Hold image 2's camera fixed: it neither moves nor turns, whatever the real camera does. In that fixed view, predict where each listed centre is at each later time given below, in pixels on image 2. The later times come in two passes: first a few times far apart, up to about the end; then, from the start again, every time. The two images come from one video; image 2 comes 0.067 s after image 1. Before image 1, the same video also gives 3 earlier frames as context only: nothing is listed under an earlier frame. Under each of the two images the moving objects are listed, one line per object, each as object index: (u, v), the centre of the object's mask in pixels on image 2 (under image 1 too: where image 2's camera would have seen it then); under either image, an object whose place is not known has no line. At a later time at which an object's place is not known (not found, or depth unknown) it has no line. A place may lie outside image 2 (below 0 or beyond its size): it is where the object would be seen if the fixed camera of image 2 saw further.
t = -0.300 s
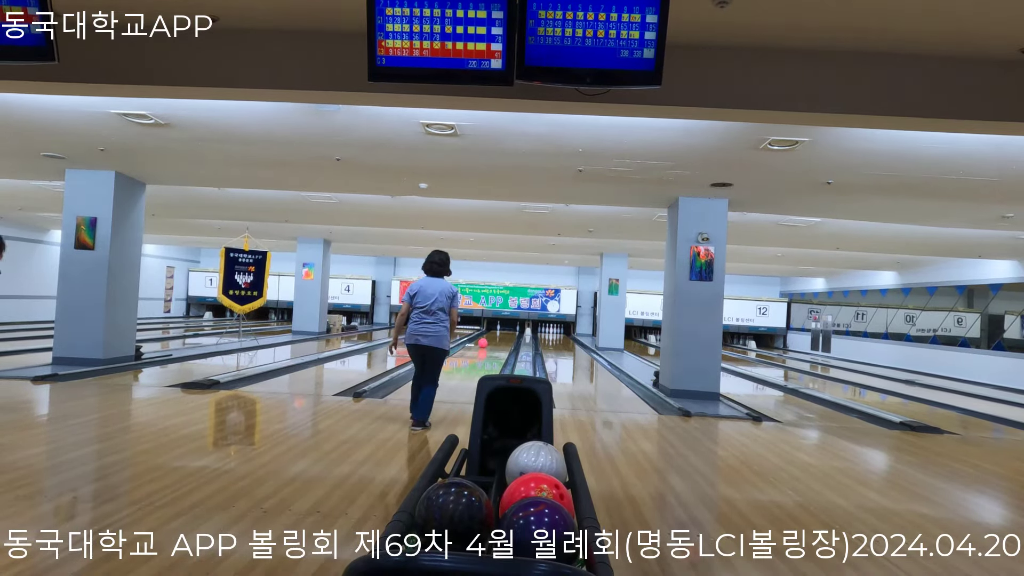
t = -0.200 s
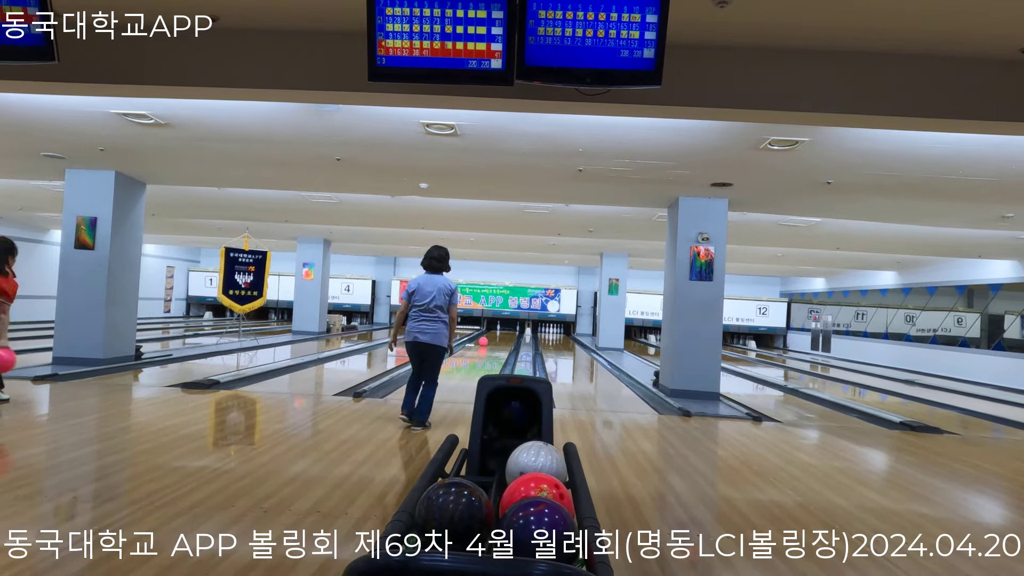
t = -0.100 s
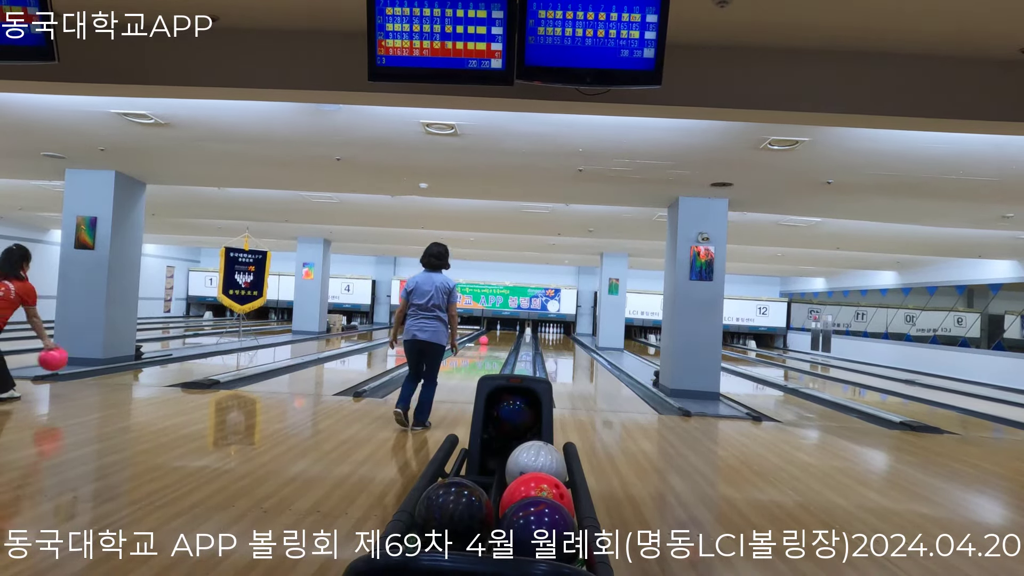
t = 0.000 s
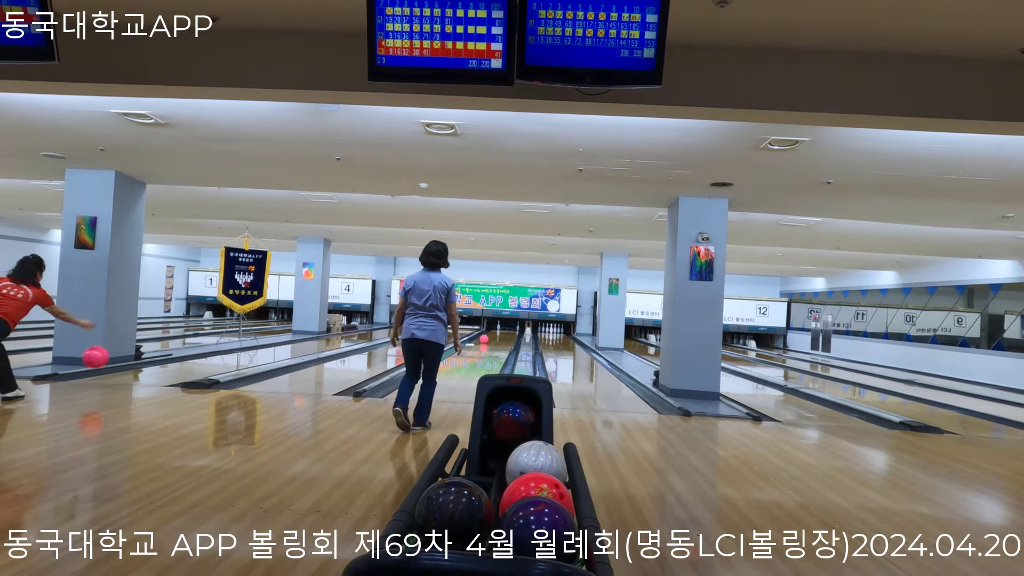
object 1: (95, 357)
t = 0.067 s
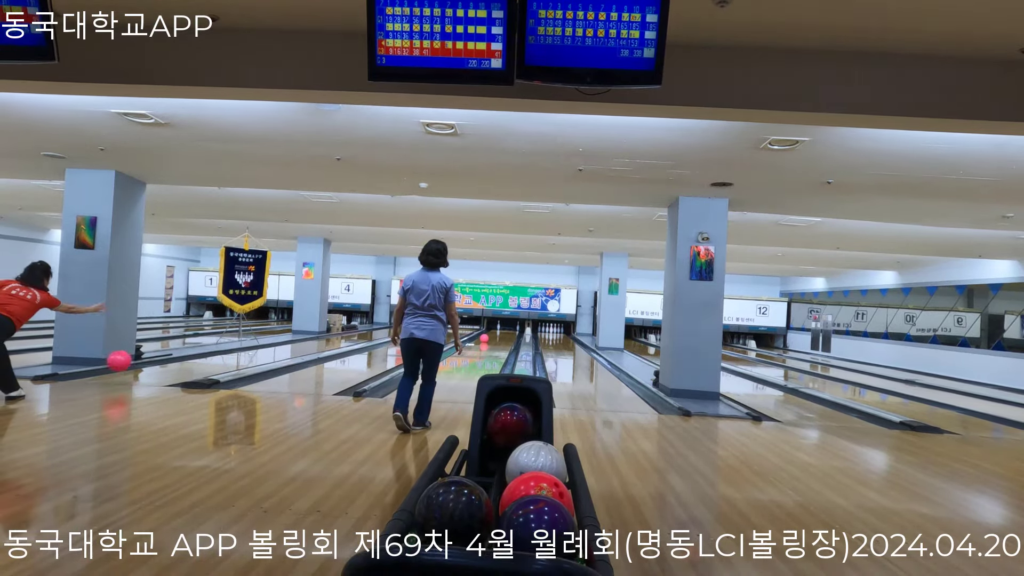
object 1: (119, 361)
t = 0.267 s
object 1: (176, 364)
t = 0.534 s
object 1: (230, 354)
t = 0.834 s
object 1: (273, 347)
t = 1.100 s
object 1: (300, 342)
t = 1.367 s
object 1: (322, 338)
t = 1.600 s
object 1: (338, 335)
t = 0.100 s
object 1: (130, 364)
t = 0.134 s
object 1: (139, 368)
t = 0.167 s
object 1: (149, 368)
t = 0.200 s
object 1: (159, 366)
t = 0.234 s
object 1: (167, 363)
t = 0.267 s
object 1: (176, 364)
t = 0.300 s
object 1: (184, 362)
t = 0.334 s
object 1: (191, 361)
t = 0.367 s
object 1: (198, 360)
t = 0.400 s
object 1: (205, 358)
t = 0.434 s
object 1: (212, 357)
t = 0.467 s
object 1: (218, 356)
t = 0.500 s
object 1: (224, 355)
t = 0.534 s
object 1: (230, 354)
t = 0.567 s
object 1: (236, 353)
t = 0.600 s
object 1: (241, 352)
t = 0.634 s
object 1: (246, 351)
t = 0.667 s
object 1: (251, 350)
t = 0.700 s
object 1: (256, 350)
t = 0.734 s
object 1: (260, 349)
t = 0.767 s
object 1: (265, 348)
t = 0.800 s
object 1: (269, 347)
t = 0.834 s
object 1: (273, 347)
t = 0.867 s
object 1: (275, 346)
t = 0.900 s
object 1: (279, 346)
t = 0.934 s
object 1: (283, 345)
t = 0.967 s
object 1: (286, 344)
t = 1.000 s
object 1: (290, 344)
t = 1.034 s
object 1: (293, 343)
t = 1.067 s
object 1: (296, 343)
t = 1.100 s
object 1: (300, 342)
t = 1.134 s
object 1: (303, 341)
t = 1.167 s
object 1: (306, 341)
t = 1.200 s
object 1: (309, 340)
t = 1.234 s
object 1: (312, 340)
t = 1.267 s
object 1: (314, 339)
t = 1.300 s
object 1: (317, 339)
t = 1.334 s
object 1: (320, 338)
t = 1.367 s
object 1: (322, 338)
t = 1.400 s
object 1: (324, 338)
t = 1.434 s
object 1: (327, 337)
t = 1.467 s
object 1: (329, 337)
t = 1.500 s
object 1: (332, 336)
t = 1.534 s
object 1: (334, 336)
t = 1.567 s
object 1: (336, 335)
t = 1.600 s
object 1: (338, 335)
